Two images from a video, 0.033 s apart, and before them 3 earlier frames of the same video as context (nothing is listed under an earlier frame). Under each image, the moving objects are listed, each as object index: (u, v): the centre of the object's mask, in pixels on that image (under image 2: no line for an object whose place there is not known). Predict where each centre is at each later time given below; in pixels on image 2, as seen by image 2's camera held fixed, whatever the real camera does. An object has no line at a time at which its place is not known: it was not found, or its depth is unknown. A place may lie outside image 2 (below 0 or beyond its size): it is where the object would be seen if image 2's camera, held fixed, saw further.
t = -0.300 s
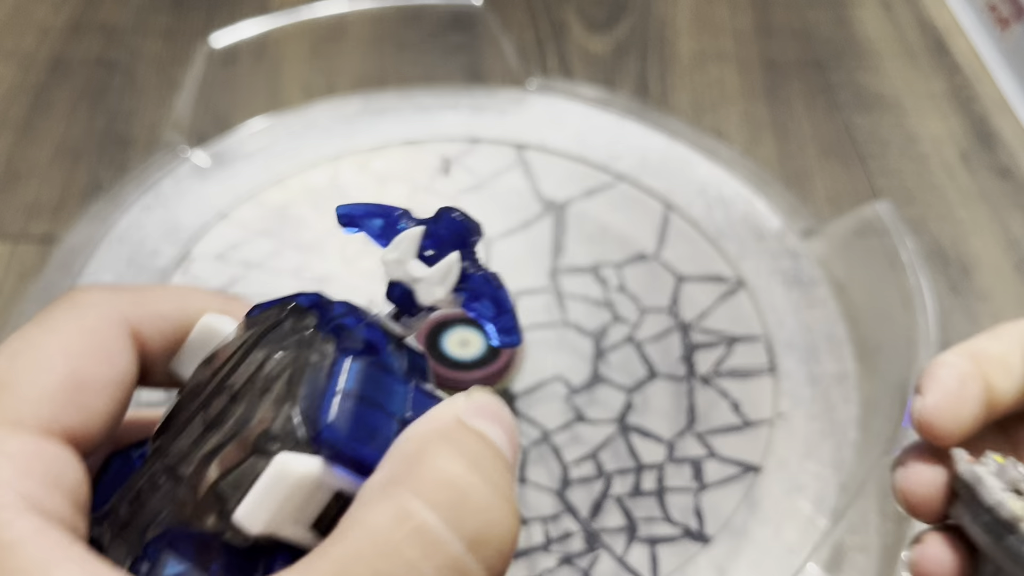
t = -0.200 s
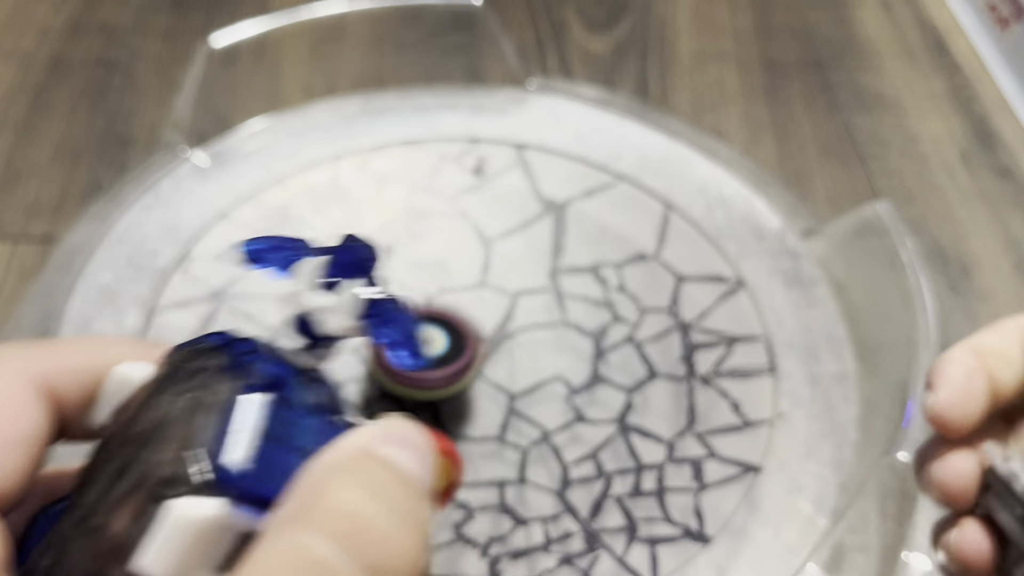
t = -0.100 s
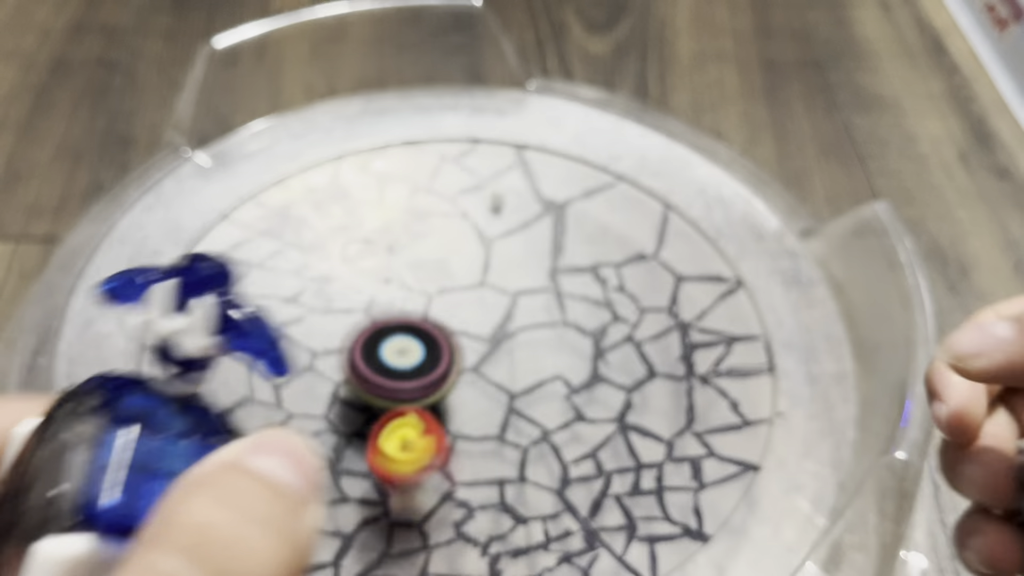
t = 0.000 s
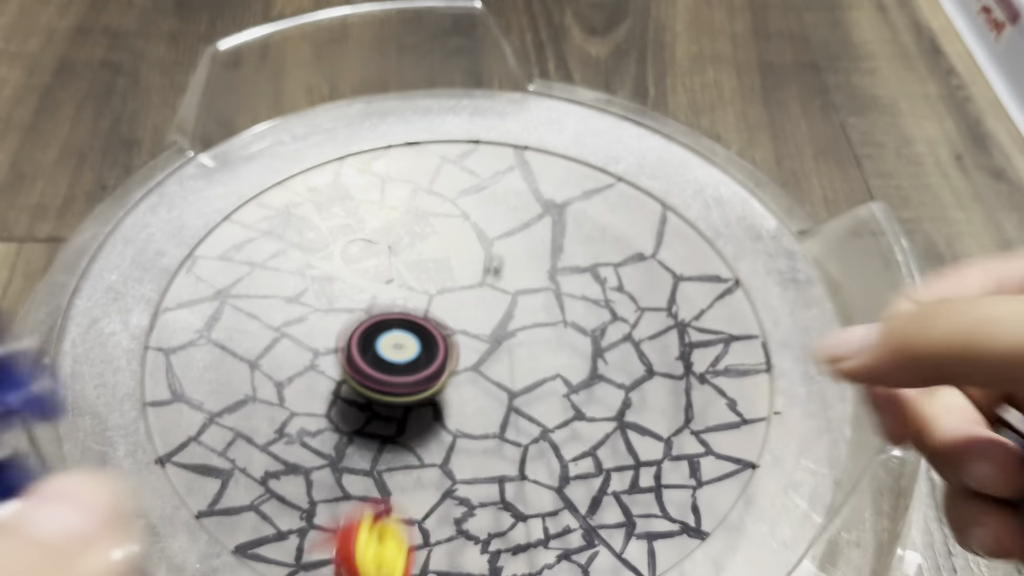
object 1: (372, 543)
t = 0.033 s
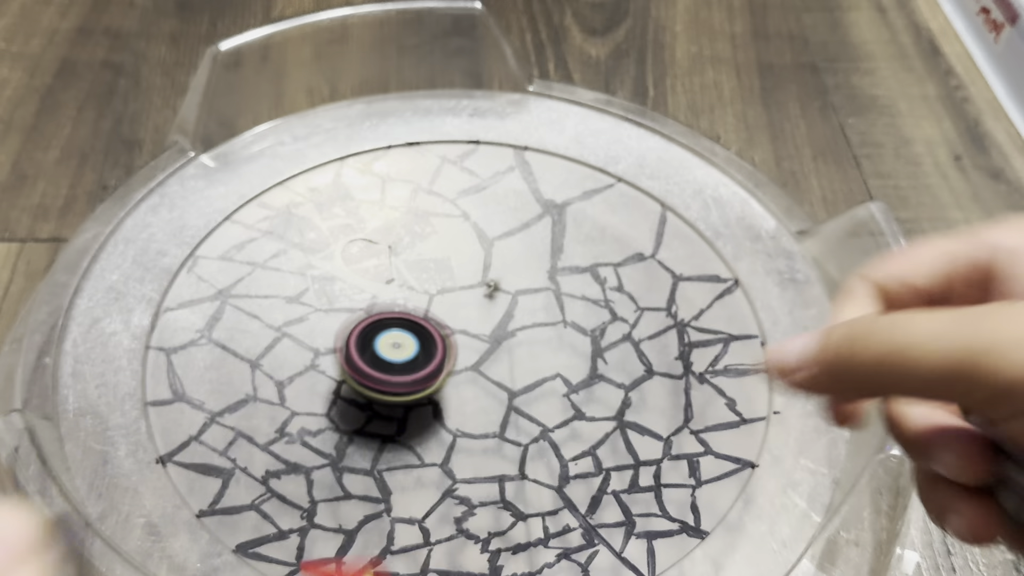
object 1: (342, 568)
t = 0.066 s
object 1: (377, 555)
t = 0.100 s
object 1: (409, 560)
